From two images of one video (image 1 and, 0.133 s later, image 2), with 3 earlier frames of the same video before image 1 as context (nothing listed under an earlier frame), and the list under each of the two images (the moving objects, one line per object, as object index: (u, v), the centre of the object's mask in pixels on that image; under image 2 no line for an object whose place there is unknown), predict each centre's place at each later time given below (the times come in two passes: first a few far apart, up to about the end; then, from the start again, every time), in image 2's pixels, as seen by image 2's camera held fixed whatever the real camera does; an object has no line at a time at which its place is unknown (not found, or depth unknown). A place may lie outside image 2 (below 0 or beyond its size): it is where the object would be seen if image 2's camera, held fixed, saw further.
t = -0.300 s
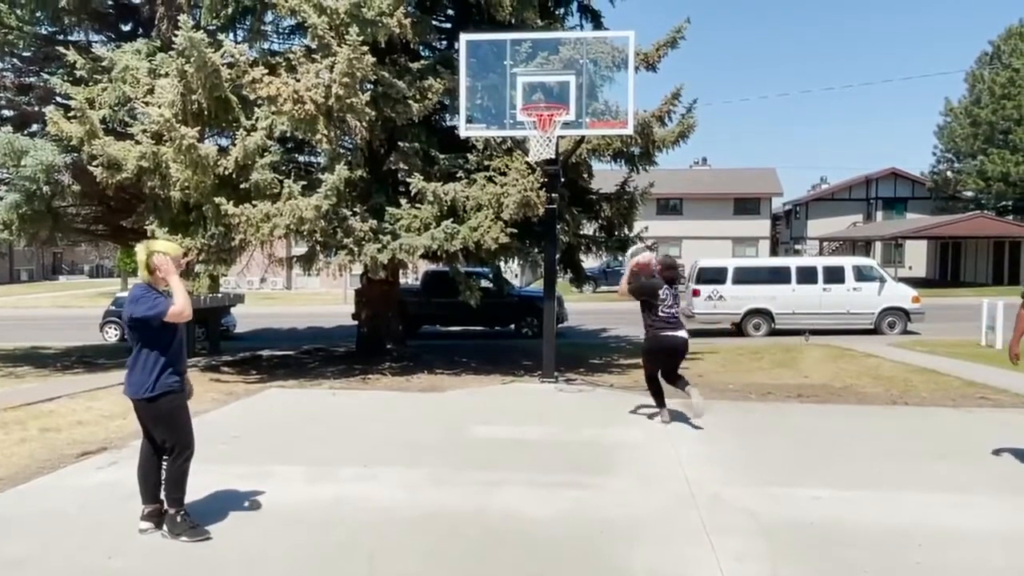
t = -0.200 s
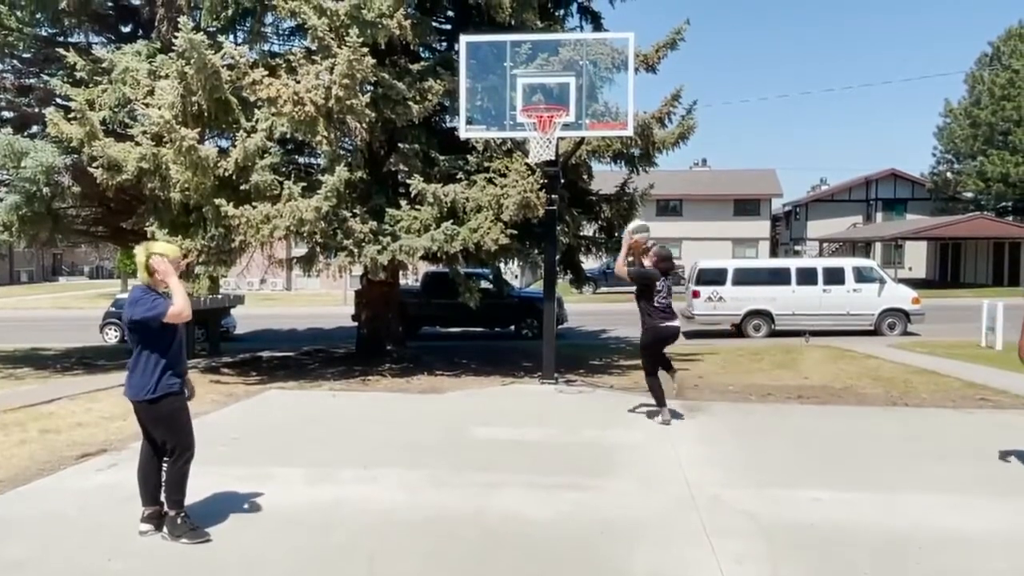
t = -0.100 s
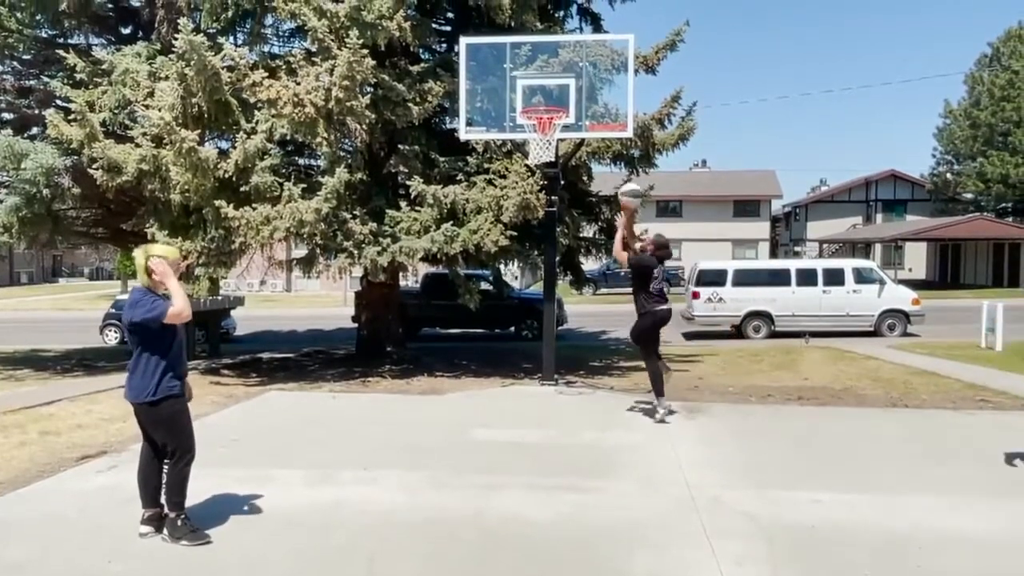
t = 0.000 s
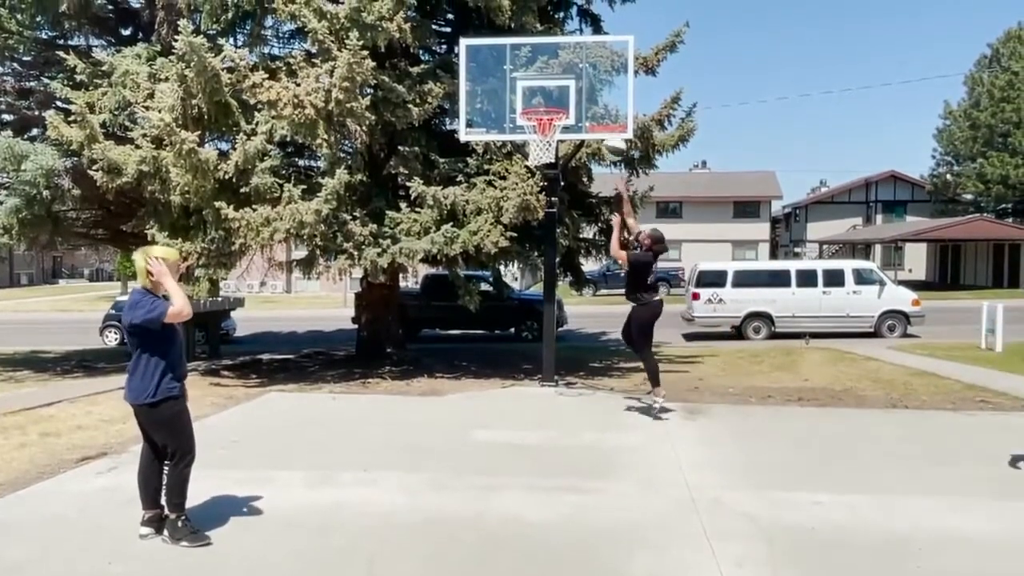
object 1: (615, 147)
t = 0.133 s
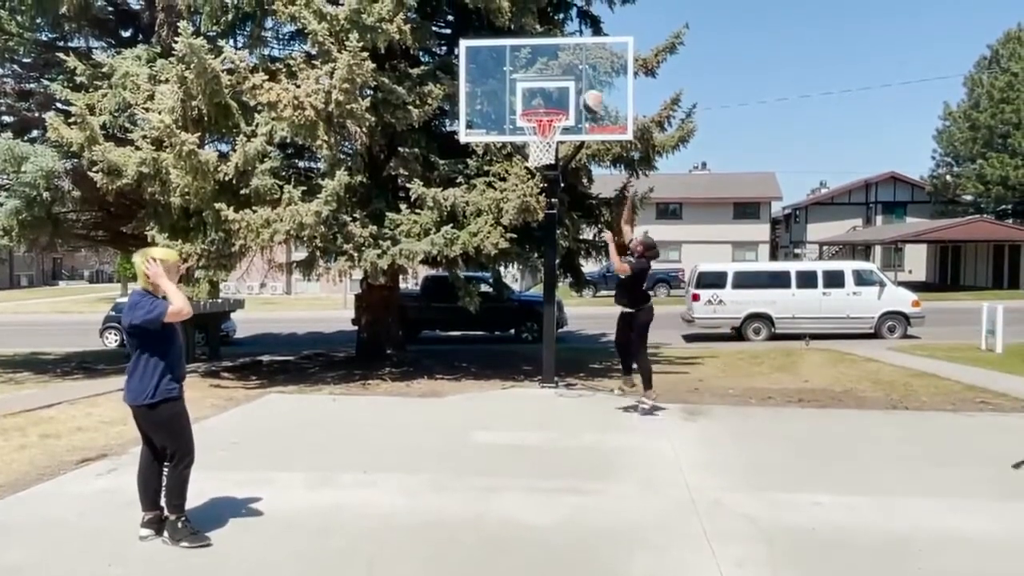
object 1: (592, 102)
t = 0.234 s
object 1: (578, 80)
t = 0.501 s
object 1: (544, 74)
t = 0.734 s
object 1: (531, 95)
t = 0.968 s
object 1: (532, 103)
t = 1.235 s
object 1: (542, 154)
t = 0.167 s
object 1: (588, 94)
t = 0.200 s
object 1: (581, 87)
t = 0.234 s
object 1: (578, 80)
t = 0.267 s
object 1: (573, 76)
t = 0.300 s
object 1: (567, 73)
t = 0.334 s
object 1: (563, 69)
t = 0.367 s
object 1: (559, 67)
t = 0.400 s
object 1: (555, 67)
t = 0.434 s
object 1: (552, 67)
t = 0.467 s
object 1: (547, 70)
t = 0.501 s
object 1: (544, 74)
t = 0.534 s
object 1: (542, 79)
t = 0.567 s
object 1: (540, 85)
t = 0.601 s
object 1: (535, 92)
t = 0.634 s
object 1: (531, 99)
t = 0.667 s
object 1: (530, 100)
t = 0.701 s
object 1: (530, 97)
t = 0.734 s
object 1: (531, 95)
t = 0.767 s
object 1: (531, 93)
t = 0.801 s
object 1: (531, 92)
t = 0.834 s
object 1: (531, 93)
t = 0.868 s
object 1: (531, 94)
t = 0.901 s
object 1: (531, 97)
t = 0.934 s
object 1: (531, 100)
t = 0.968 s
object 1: (532, 103)
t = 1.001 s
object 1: (533, 108)
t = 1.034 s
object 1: (534, 114)
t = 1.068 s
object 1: (536, 120)
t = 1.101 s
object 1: (541, 126)
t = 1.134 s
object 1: (539, 131)
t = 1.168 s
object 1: (542, 136)
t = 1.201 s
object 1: (542, 144)
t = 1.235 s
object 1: (542, 154)
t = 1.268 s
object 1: (549, 170)
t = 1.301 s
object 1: (550, 180)
